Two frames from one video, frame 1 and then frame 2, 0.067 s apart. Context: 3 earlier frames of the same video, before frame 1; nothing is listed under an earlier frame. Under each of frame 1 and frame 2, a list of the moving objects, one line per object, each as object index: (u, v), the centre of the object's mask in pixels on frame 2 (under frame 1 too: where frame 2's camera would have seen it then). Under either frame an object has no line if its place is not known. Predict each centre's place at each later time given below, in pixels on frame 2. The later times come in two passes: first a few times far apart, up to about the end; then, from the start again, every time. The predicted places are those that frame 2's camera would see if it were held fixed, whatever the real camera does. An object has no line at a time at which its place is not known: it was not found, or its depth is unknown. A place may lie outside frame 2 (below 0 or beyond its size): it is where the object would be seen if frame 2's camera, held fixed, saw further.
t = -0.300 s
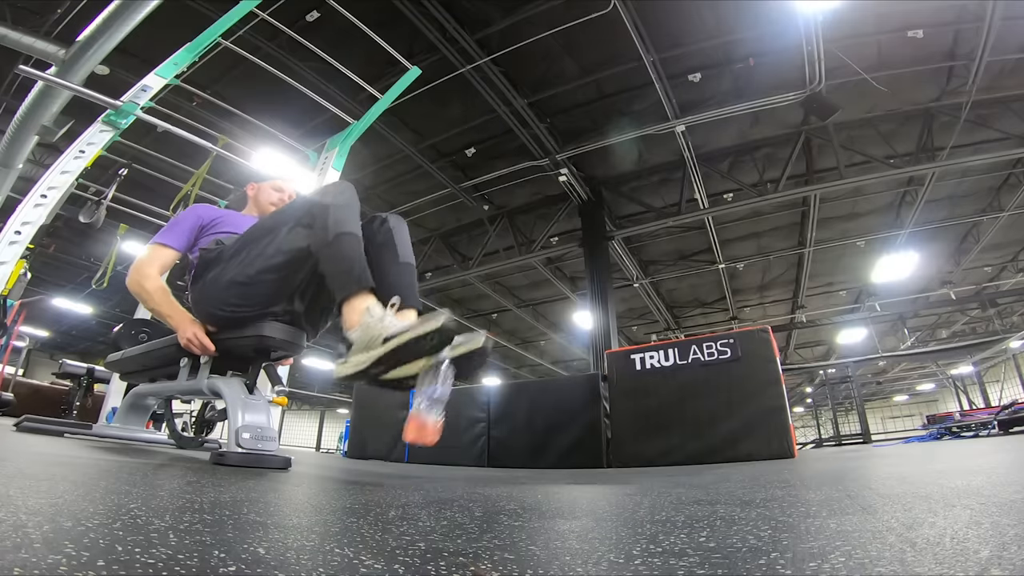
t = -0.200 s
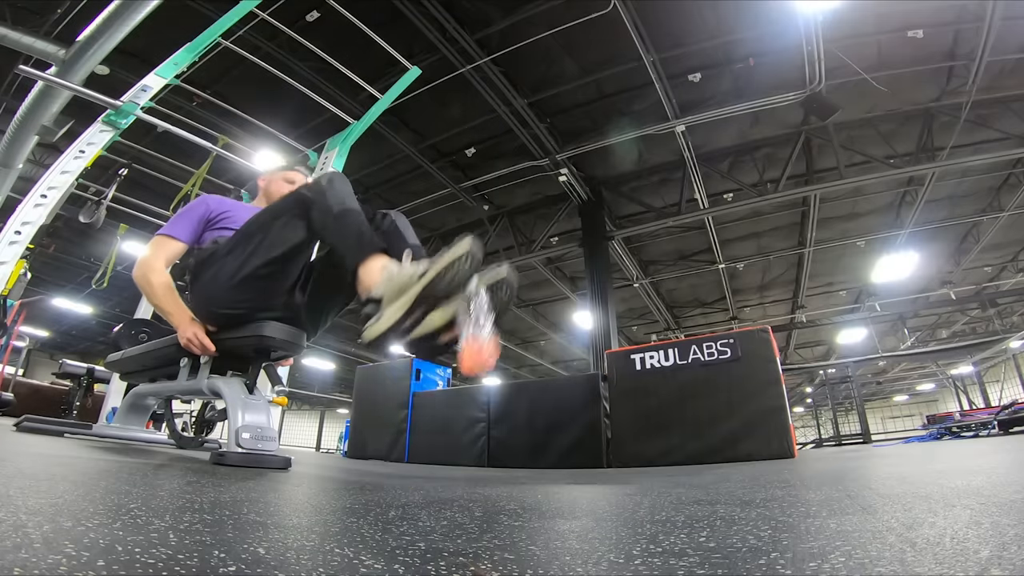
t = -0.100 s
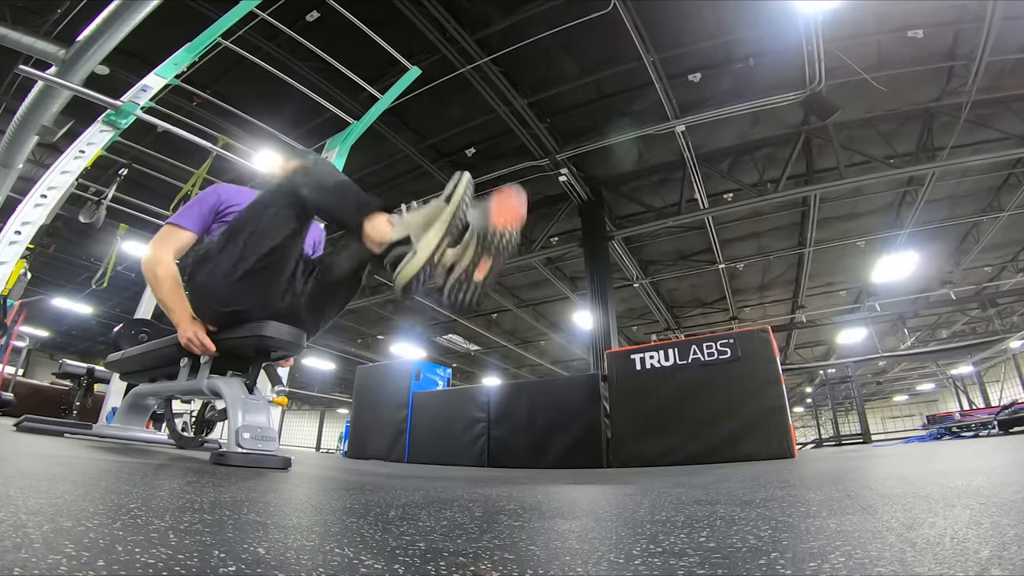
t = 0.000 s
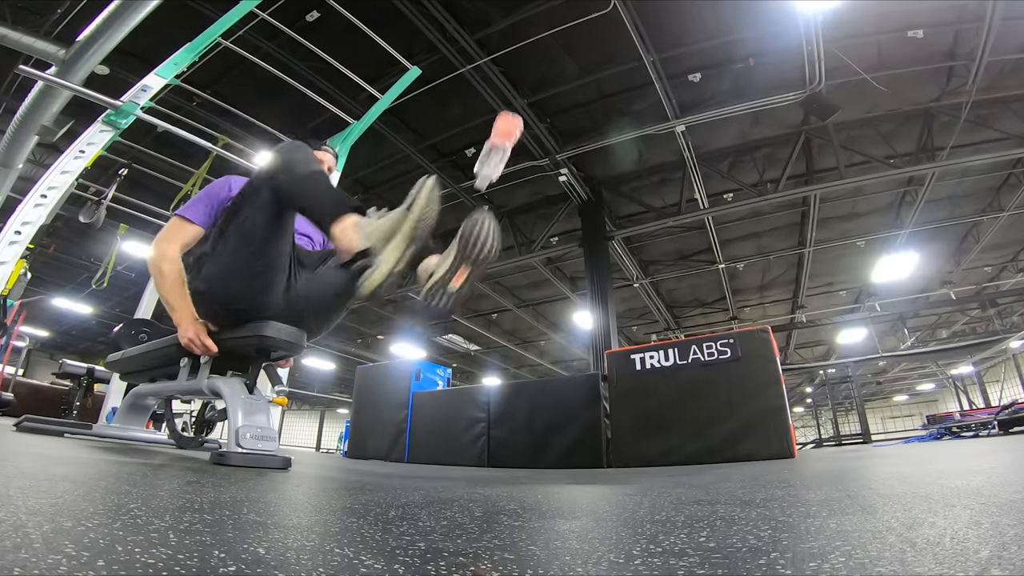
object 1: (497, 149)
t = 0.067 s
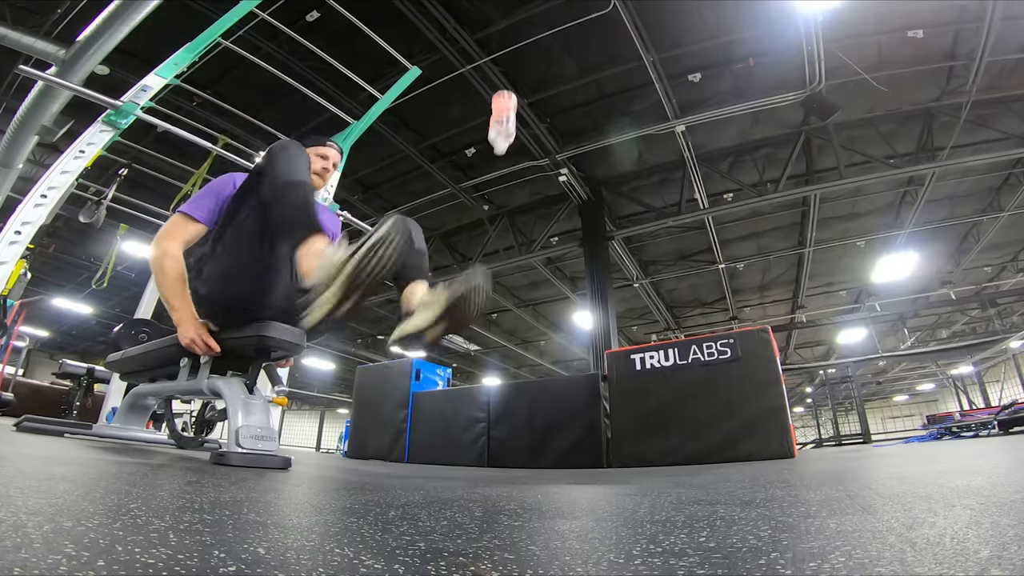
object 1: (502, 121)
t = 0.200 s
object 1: (507, 94)
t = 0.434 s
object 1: (496, 145)
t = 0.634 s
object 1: (474, 367)
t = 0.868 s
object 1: (462, 448)
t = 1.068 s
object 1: (462, 448)
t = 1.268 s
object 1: (463, 448)
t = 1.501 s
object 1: (463, 448)
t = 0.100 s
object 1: (505, 111)
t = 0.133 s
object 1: (506, 103)
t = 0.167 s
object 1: (507, 97)
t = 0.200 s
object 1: (507, 94)
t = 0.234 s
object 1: (507, 94)
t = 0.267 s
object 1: (506, 96)
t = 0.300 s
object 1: (505, 100)
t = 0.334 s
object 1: (503, 107)
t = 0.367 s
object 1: (501, 116)
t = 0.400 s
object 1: (499, 129)
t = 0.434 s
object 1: (496, 145)
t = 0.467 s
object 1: (493, 166)
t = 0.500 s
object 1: (490, 191)
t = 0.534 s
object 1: (486, 224)
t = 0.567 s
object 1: (483, 263)
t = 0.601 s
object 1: (479, 311)
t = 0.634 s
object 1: (474, 367)
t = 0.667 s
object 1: (470, 430)
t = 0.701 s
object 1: (469, 446)
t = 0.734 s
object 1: (466, 447)
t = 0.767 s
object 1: (464, 448)
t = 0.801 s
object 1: (462, 448)
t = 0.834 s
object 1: (461, 448)
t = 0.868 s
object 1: (462, 448)
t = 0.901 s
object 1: (463, 448)
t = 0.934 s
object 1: (462, 448)
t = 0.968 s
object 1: (462, 448)
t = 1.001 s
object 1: (463, 448)
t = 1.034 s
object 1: (463, 448)
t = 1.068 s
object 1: (462, 448)
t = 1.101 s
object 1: (463, 448)
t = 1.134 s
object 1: (463, 448)
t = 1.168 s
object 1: (463, 448)
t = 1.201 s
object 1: (463, 448)
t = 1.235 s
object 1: (463, 448)
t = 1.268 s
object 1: (463, 448)
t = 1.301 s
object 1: (463, 448)
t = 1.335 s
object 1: (463, 448)
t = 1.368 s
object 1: (463, 448)
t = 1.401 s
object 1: (463, 448)
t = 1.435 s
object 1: (463, 448)
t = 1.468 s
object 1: (463, 448)
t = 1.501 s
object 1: (463, 448)
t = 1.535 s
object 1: (463, 448)
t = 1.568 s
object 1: (463, 448)
